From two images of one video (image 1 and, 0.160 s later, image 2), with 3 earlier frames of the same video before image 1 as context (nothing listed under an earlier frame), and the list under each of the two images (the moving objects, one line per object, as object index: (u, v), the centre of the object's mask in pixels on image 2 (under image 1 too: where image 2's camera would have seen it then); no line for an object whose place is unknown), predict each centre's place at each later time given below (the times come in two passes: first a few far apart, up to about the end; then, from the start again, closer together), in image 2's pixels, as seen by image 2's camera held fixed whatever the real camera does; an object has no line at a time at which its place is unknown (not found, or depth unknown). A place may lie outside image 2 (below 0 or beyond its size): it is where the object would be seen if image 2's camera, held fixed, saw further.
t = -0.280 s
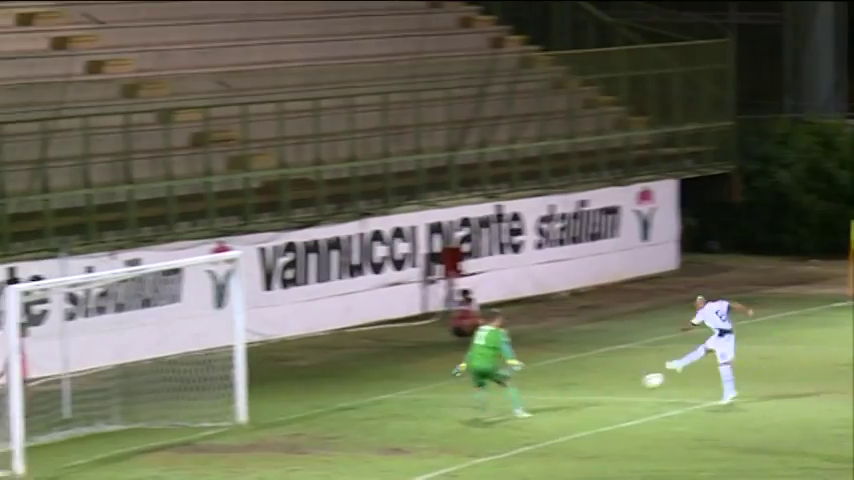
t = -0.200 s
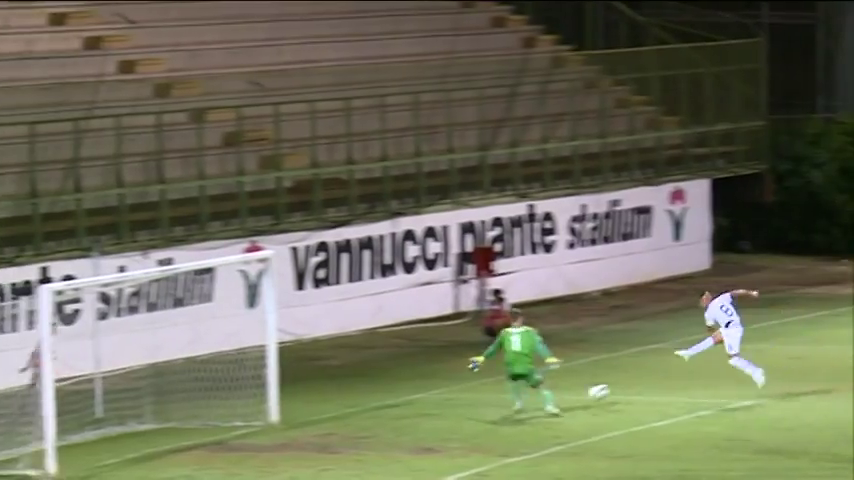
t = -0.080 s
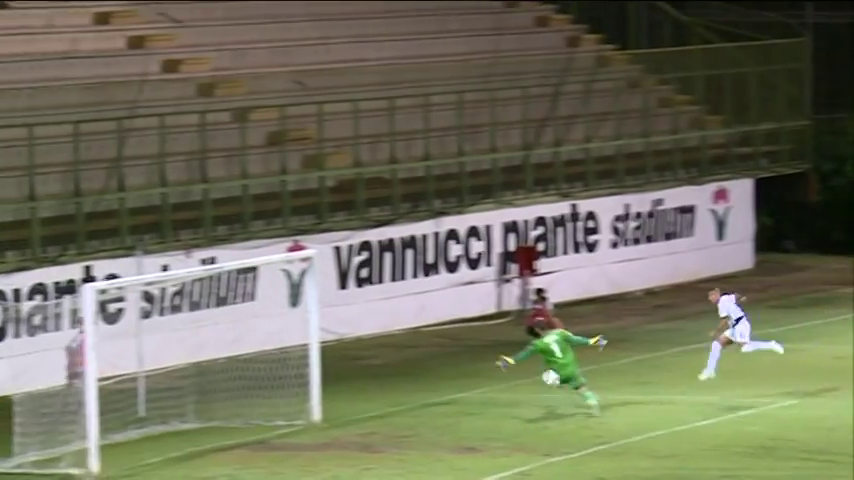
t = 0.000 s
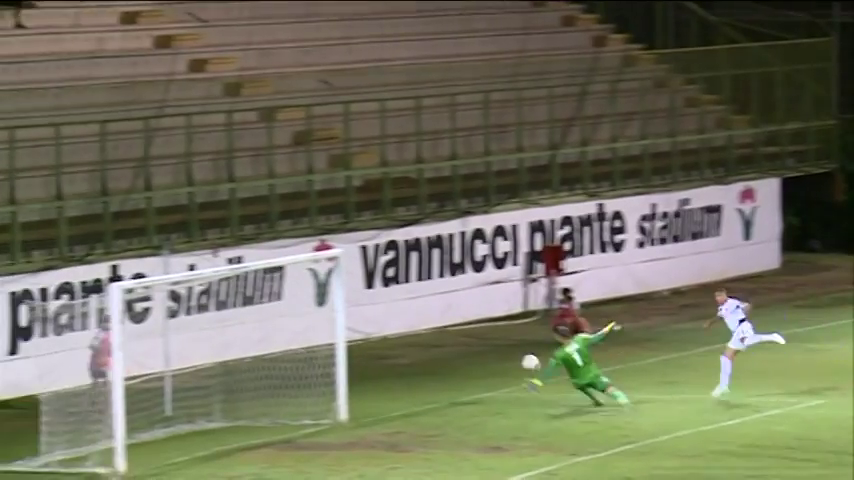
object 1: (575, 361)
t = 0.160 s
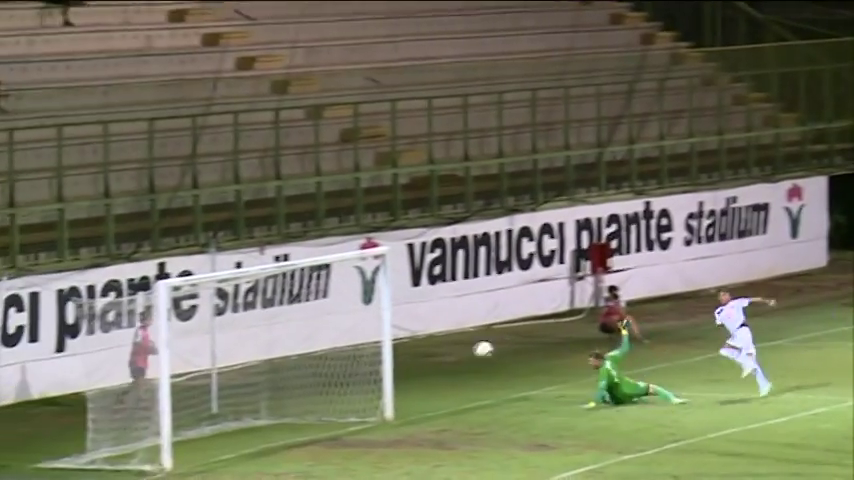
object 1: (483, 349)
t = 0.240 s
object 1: (436, 354)
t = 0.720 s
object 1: (157, 470)
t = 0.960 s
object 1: (24, 447)
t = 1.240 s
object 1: (-134, 490)
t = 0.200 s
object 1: (459, 350)
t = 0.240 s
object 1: (436, 354)
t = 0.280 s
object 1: (413, 358)
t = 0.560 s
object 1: (249, 437)
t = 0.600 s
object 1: (225, 455)
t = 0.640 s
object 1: (202, 475)
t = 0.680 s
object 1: (178, 479)
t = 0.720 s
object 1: (157, 470)
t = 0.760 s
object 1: (135, 462)
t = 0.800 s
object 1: (113, 456)
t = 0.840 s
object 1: (91, 451)
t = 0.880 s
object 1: (68, 447)
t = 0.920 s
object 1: (46, 446)
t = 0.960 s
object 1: (24, 447)
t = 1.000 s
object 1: (2, 448)
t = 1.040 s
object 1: (-20, 451)
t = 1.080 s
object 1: (-43, 457)
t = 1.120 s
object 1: (-66, 462)
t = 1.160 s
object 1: (-88, 470)
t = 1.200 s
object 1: (-111, 480)
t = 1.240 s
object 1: (-134, 490)
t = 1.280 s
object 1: (-156, 503)
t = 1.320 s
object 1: (-181, 518)
